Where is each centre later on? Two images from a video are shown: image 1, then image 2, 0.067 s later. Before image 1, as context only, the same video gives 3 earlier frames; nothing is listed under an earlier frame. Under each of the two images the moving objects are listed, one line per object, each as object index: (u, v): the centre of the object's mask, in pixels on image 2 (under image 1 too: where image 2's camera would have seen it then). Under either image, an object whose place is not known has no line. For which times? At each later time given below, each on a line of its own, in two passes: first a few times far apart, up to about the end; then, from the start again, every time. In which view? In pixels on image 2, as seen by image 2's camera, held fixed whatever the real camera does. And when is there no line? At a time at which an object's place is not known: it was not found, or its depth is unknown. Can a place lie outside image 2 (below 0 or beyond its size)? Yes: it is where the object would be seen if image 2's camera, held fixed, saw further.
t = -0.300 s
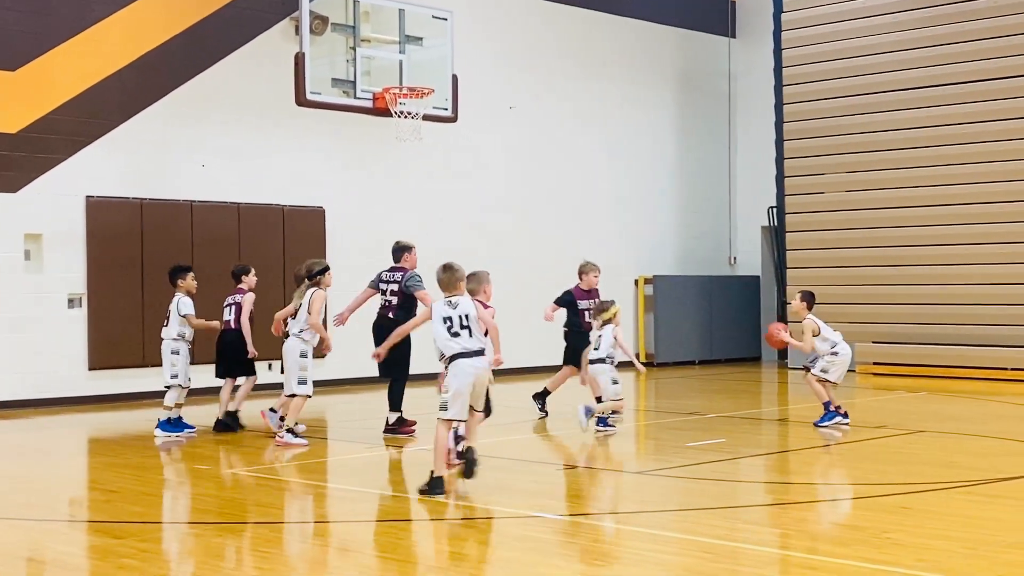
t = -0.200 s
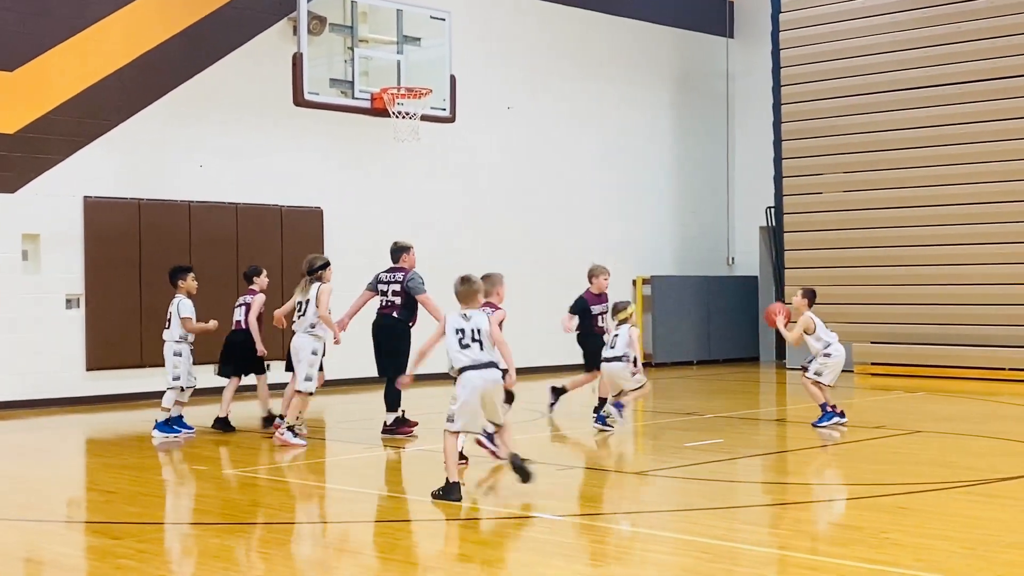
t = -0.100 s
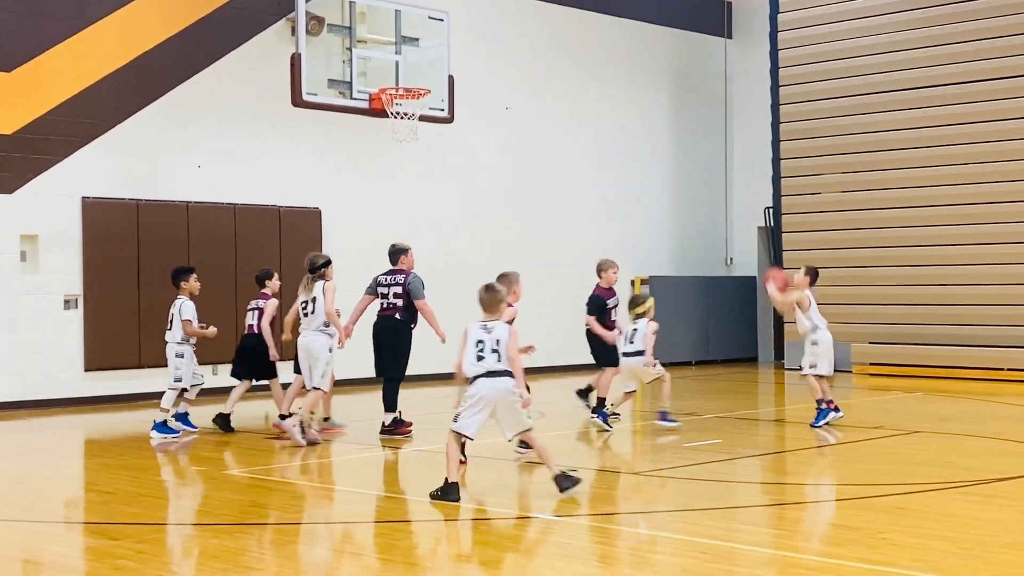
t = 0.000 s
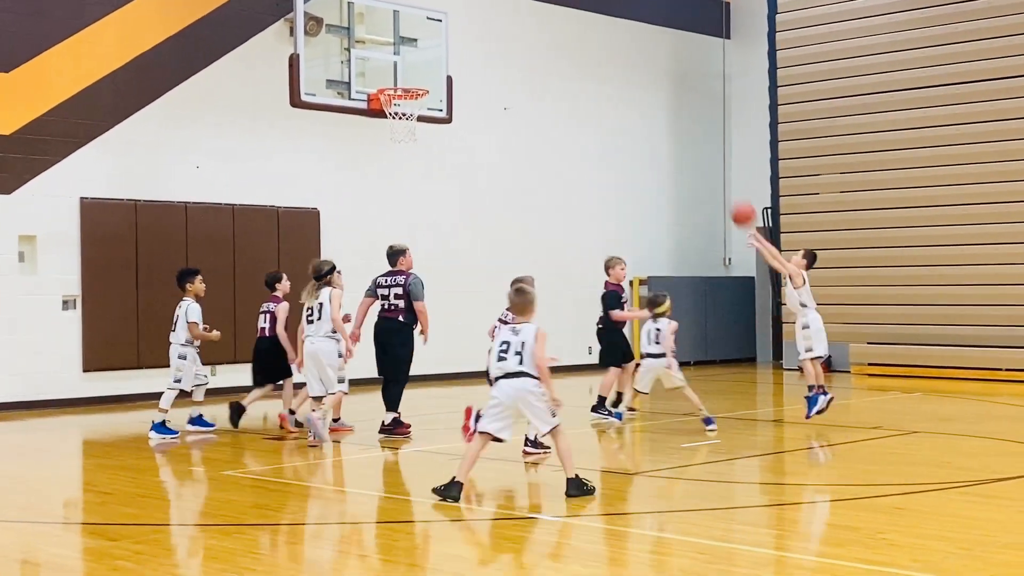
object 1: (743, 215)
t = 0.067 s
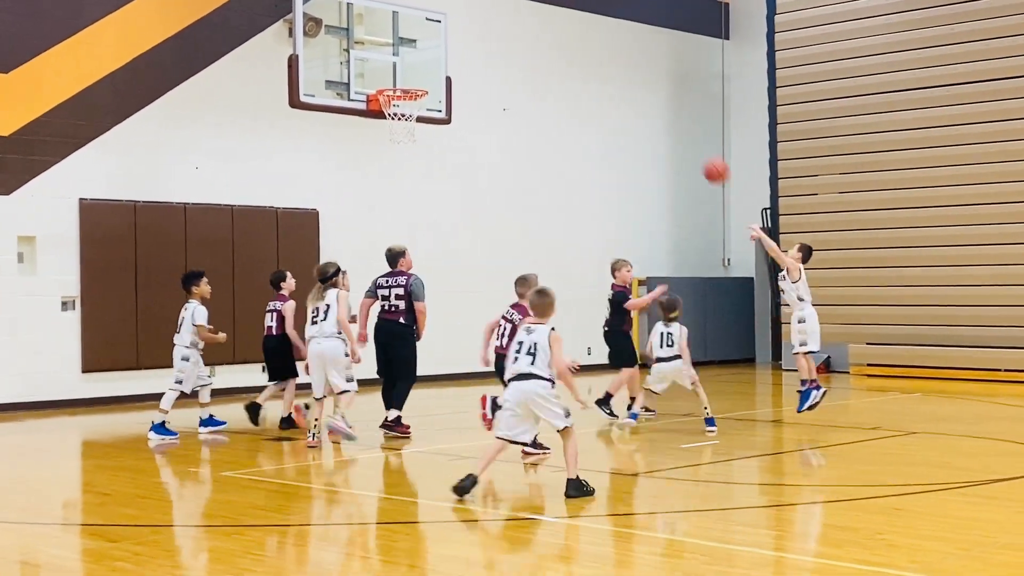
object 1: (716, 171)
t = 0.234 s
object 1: (653, 84)
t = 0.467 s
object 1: (569, 18)
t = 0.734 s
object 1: (479, 19)
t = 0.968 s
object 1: (405, 79)
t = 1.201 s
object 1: (383, 128)
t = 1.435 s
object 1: (387, 179)
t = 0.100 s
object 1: (703, 151)
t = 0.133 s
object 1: (690, 132)
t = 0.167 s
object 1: (678, 114)
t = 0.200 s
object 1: (665, 98)
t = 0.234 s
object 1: (653, 84)
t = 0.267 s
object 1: (641, 71)
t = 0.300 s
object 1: (628, 59)
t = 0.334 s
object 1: (616, 49)
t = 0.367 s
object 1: (604, 39)
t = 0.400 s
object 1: (592, 31)
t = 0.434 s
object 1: (581, 25)
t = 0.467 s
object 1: (569, 18)
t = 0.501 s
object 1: (558, 14)
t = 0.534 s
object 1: (546, 10)
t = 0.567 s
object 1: (535, 9)
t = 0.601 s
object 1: (524, 8)
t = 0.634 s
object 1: (512, 9)
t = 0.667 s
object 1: (501, 12)
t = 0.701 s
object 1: (490, 14)
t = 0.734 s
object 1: (479, 19)
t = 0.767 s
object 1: (468, 24)
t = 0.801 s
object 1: (457, 30)
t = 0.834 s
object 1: (447, 38)
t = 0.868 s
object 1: (436, 46)
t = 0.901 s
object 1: (426, 56)
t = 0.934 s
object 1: (415, 67)
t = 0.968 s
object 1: (405, 79)
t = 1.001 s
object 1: (394, 89)
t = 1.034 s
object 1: (384, 106)
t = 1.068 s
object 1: (381, 109)
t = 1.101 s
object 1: (379, 115)
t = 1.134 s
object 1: (383, 117)
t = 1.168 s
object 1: (383, 125)
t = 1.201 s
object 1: (383, 128)
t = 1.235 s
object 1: (383, 132)
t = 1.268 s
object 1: (383, 135)
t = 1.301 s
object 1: (383, 141)
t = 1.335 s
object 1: (384, 149)
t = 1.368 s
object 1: (385, 158)
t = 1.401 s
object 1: (386, 168)
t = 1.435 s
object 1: (387, 179)
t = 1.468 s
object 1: (388, 191)
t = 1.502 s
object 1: (388, 205)
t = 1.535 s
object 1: (389, 219)
